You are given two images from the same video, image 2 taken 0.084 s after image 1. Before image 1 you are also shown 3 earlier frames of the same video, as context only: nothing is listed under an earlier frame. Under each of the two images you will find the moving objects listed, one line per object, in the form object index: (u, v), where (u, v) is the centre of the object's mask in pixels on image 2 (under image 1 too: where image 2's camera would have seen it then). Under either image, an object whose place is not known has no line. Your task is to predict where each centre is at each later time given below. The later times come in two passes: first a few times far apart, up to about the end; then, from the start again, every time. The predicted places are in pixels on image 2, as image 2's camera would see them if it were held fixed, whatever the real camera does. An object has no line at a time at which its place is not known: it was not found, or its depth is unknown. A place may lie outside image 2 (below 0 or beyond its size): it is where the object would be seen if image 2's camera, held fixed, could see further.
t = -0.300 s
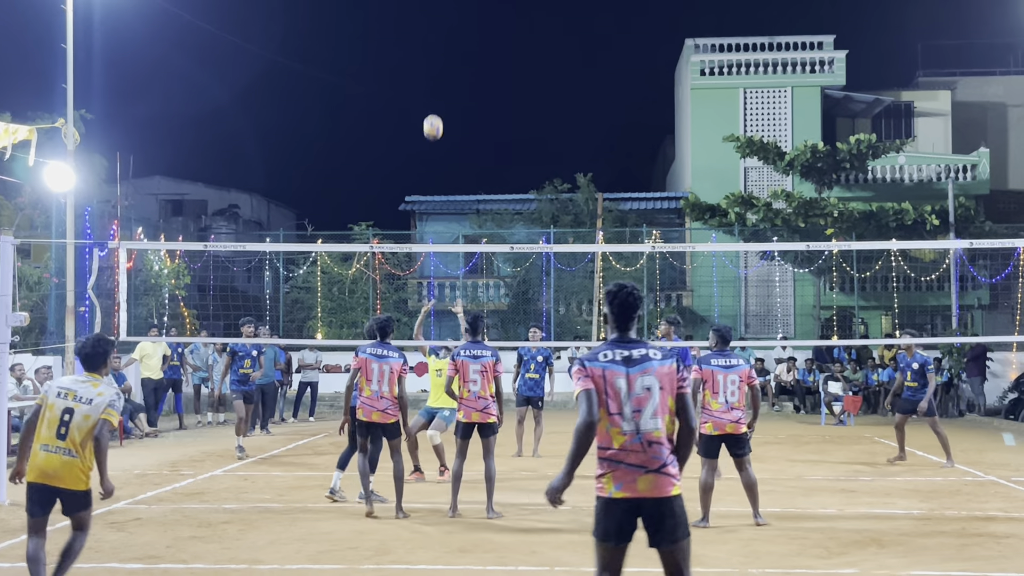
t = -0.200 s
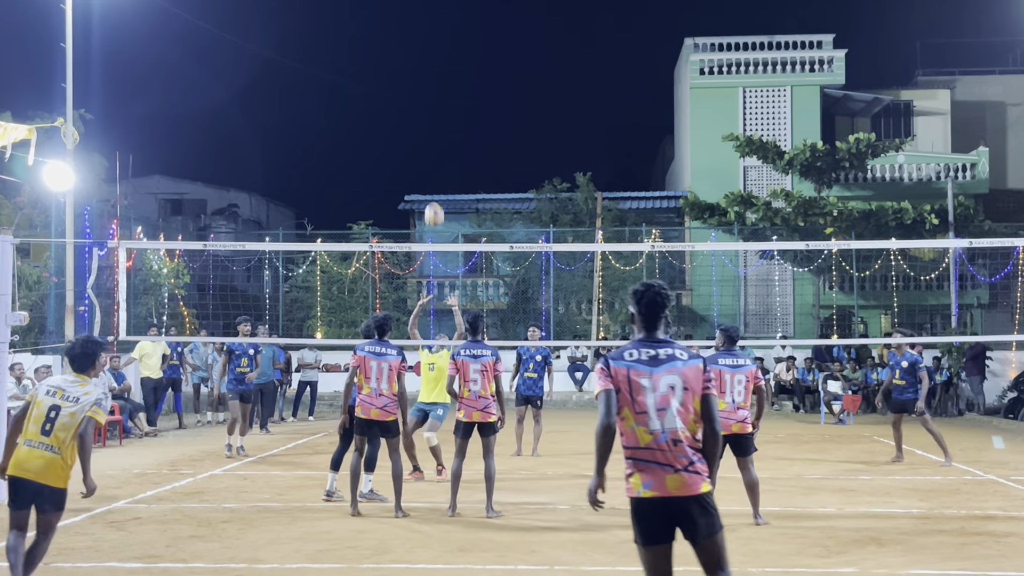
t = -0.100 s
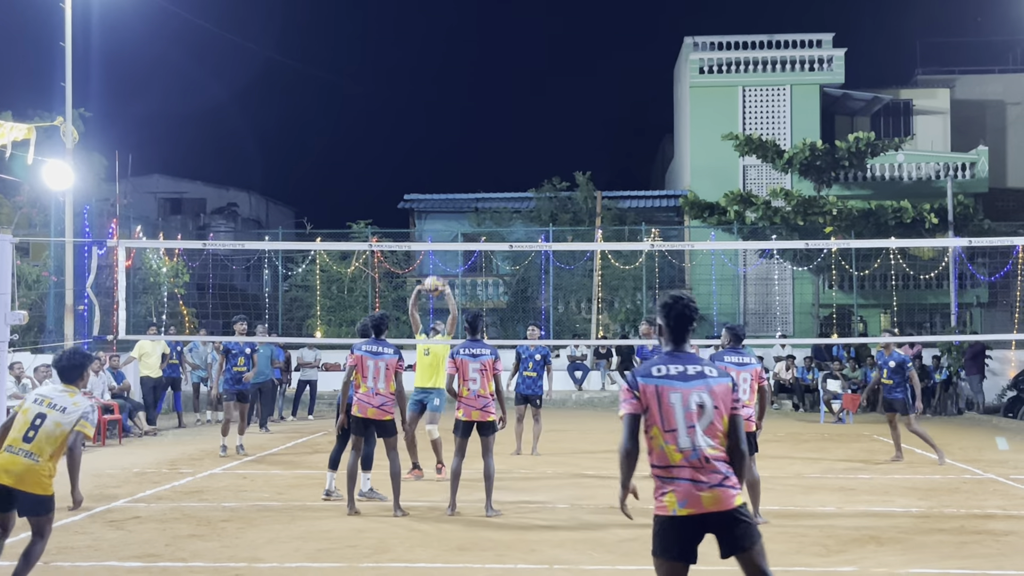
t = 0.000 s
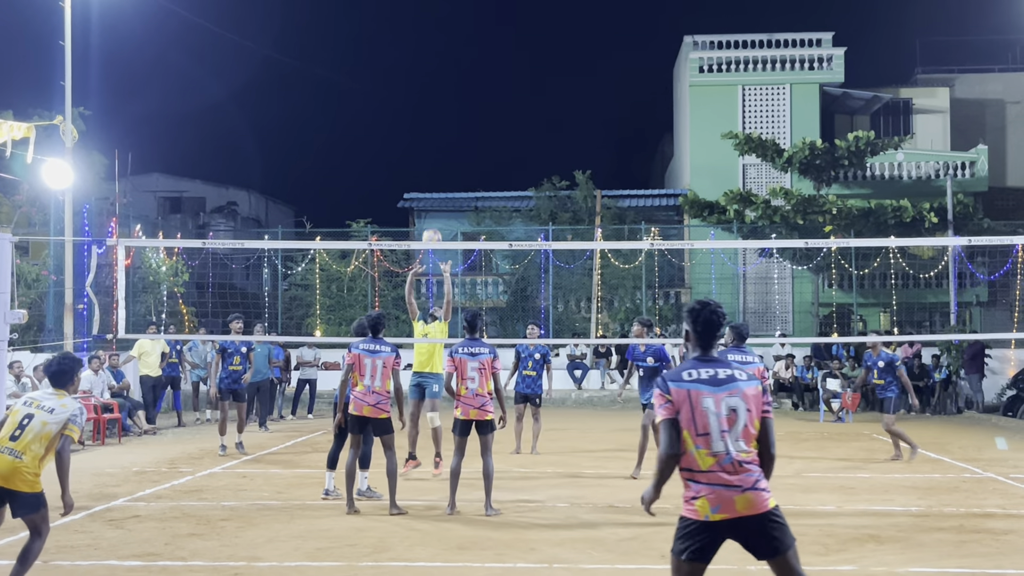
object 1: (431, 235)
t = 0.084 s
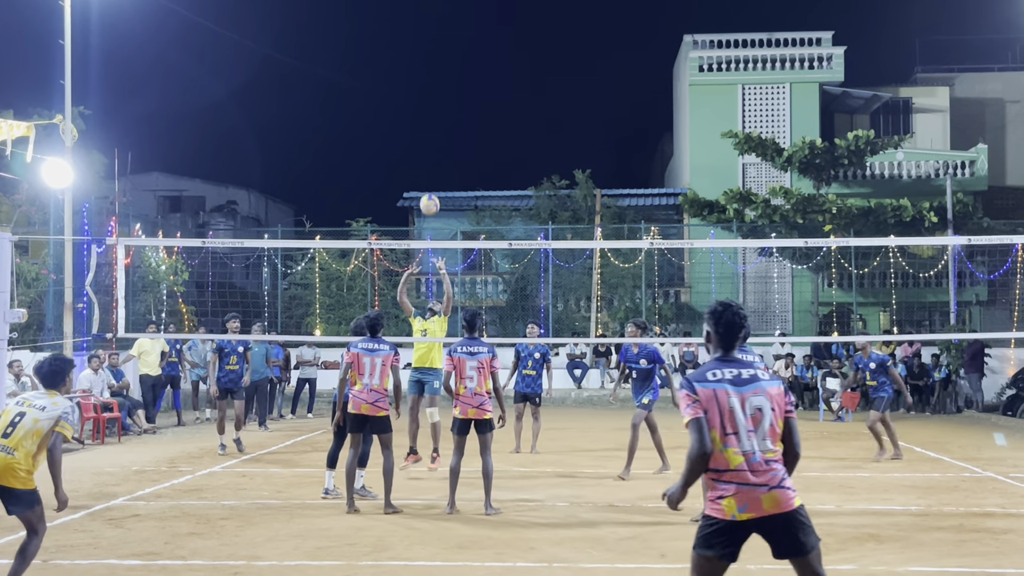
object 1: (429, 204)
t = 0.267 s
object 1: (425, 151)
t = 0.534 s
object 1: (417, 125)
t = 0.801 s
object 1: (410, 165)
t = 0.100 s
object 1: (429, 198)
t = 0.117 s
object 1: (429, 193)
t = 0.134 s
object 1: (428, 187)
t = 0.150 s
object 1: (428, 182)
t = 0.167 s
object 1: (427, 177)
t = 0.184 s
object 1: (427, 172)
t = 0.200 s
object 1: (427, 167)
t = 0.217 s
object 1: (426, 163)
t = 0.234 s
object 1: (426, 158)
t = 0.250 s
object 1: (425, 155)
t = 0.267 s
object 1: (425, 151)
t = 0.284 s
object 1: (424, 147)
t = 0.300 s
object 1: (424, 144)
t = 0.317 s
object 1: (423, 141)
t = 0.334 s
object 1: (423, 138)
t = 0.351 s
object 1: (422, 136)
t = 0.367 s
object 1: (422, 133)
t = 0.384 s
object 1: (421, 132)
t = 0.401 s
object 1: (421, 130)
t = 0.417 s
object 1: (420, 128)
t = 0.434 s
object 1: (420, 127)
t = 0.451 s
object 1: (420, 126)
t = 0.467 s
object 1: (419, 125)
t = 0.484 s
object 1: (419, 125)
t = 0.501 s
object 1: (418, 125)
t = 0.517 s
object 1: (418, 125)
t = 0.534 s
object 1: (417, 125)
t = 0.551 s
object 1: (417, 126)
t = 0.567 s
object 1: (416, 126)
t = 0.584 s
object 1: (416, 127)
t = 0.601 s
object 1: (415, 129)
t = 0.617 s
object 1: (415, 130)
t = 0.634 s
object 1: (414, 132)
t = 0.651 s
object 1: (414, 134)
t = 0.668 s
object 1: (413, 137)
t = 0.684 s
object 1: (413, 139)
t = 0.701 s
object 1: (412, 142)
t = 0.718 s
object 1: (412, 145)
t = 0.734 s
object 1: (412, 149)
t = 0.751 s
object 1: (411, 152)
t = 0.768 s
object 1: (411, 156)
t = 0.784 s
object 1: (410, 161)
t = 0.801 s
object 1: (410, 165)
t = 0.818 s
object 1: (409, 170)
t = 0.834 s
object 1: (409, 175)
